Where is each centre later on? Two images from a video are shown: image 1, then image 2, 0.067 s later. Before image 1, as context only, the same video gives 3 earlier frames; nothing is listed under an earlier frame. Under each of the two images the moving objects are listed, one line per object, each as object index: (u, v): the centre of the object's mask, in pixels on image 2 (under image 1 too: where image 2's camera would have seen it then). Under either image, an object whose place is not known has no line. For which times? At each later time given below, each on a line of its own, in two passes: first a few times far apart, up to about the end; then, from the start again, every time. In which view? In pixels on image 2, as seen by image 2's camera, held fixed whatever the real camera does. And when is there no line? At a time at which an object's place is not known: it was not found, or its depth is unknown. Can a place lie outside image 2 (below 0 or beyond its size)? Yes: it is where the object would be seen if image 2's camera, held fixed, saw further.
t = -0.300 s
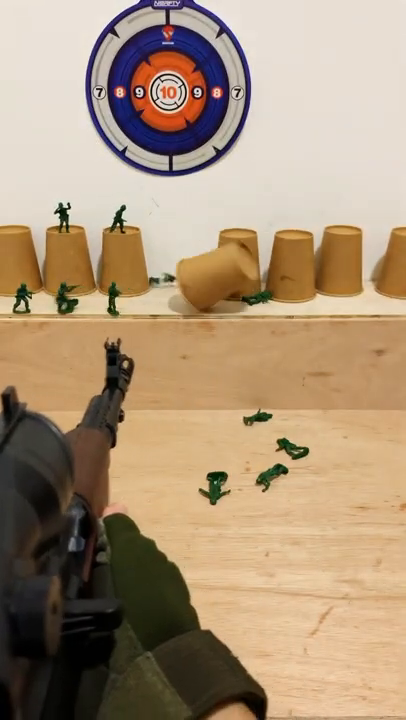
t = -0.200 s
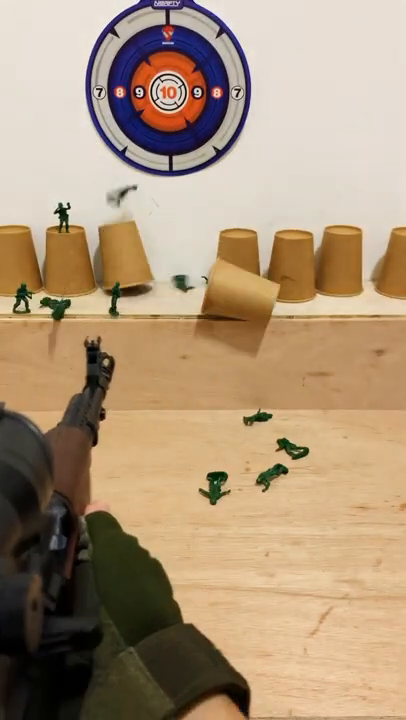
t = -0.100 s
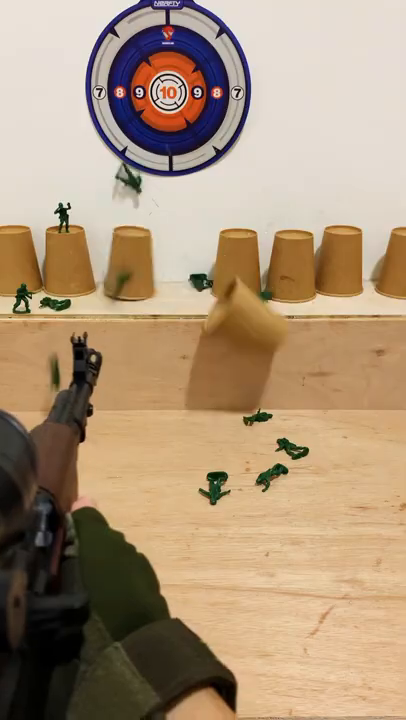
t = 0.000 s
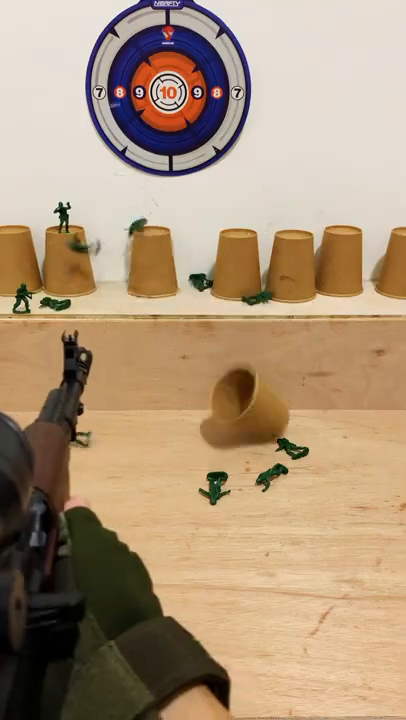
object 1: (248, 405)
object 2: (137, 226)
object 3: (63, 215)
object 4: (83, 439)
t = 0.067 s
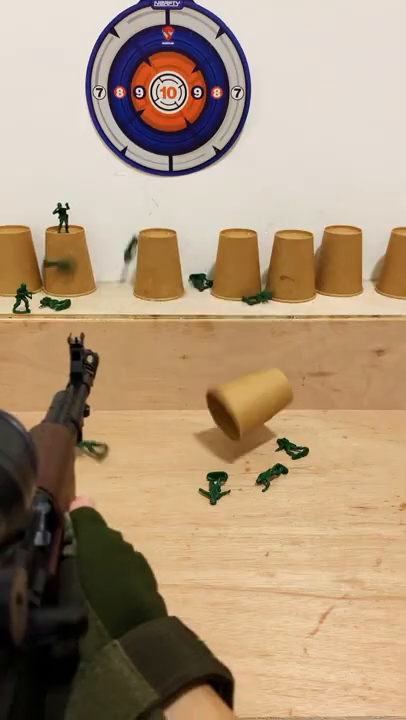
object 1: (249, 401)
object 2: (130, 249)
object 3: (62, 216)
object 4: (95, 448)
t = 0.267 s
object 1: (227, 443)
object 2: (127, 275)
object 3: (62, 216)
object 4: (123, 457)
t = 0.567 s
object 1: (196, 465)
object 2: (123, 283)
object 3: (84, 220)
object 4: (130, 456)
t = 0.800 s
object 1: (192, 492)
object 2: (122, 283)
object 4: (130, 456)
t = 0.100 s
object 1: (243, 420)
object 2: (128, 268)
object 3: (62, 216)
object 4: (100, 456)
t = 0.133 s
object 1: (246, 424)
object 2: (128, 266)
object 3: (62, 216)
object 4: (106, 455)
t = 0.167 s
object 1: (244, 436)
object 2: (129, 262)
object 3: (63, 216)
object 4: (112, 458)
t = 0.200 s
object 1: (240, 439)
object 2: (129, 264)
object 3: (62, 216)
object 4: (115, 457)
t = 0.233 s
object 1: (233, 441)
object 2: (129, 273)
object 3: (62, 216)
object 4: (119, 457)
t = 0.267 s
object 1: (227, 443)
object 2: (127, 275)
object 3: (62, 216)
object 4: (123, 457)
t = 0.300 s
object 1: (219, 447)
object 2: (125, 279)
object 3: (62, 216)
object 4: (127, 456)
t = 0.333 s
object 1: (212, 452)
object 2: (125, 281)
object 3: (62, 208)
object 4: (128, 456)
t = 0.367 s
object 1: (201, 458)
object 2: (124, 282)
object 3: (60, 202)
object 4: (129, 456)
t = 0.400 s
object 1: (196, 452)
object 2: (123, 282)
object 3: (61, 203)
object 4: (130, 456)
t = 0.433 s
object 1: (192, 453)
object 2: (123, 283)
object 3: (65, 214)
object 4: (130, 456)
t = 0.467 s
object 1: (190, 456)
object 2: (123, 283)
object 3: (74, 219)
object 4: (129, 456)
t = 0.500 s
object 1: (190, 457)
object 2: (123, 283)
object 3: (75, 214)
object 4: (129, 456)
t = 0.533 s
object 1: (192, 463)
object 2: (123, 283)
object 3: (80, 213)
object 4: (130, 456)
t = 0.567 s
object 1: (196, 465)
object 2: (123, 283)
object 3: (84, 220)
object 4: (130, 456)
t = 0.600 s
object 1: (199, 468)
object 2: (123, 283)
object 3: (88, 221)
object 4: (130, 456)
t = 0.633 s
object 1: (200, 471)
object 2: (123, 282)
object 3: (94, 226)
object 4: (130, 456)
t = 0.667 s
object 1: (198, 475)
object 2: (123, 282)
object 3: (99, 236)
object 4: (130, 456)
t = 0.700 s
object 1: (198, 479)
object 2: (123, 282)
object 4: (130, 456)
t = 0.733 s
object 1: (196, 483)
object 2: (122, 282)
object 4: (130, 456)
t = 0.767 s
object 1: (195, 488)
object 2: (121, 281)
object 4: (130, 456)
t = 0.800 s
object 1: (192, 492)
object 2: (122, 283)
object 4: (130, 456)
